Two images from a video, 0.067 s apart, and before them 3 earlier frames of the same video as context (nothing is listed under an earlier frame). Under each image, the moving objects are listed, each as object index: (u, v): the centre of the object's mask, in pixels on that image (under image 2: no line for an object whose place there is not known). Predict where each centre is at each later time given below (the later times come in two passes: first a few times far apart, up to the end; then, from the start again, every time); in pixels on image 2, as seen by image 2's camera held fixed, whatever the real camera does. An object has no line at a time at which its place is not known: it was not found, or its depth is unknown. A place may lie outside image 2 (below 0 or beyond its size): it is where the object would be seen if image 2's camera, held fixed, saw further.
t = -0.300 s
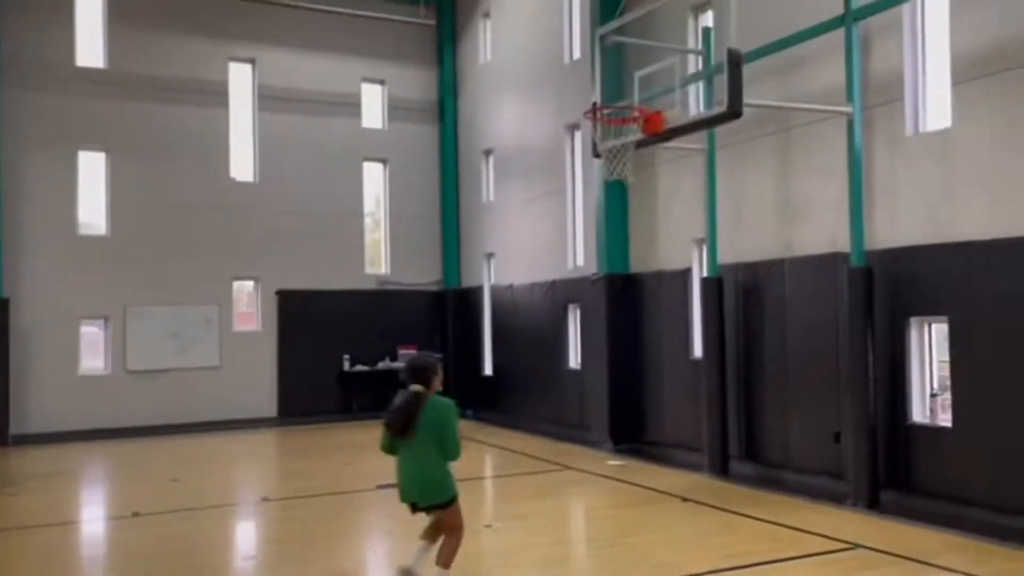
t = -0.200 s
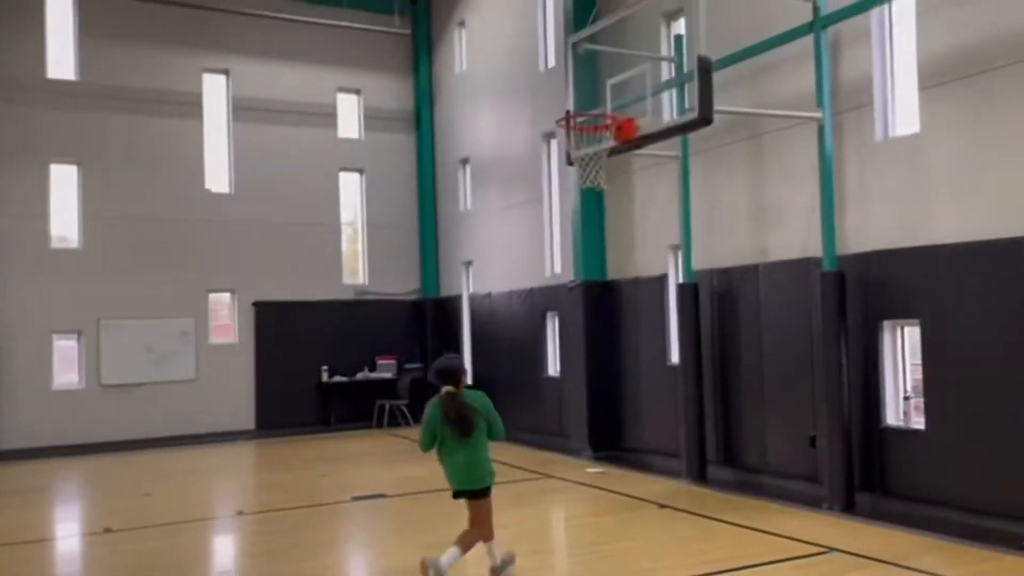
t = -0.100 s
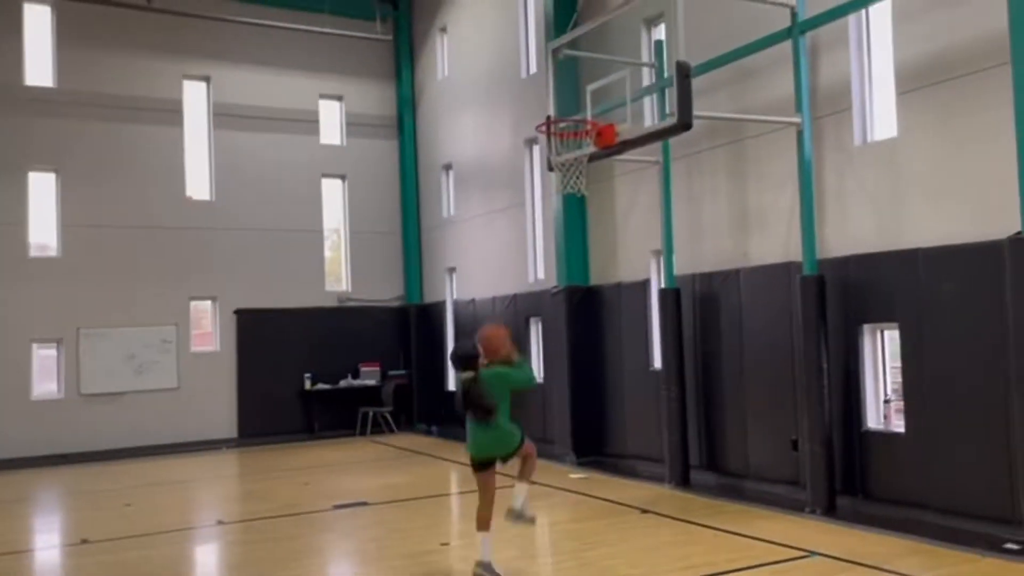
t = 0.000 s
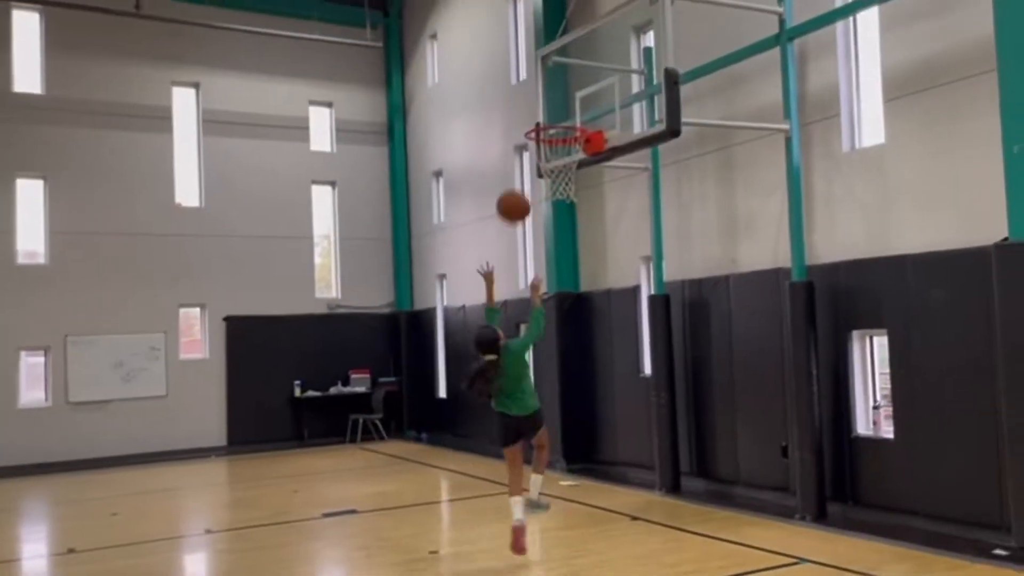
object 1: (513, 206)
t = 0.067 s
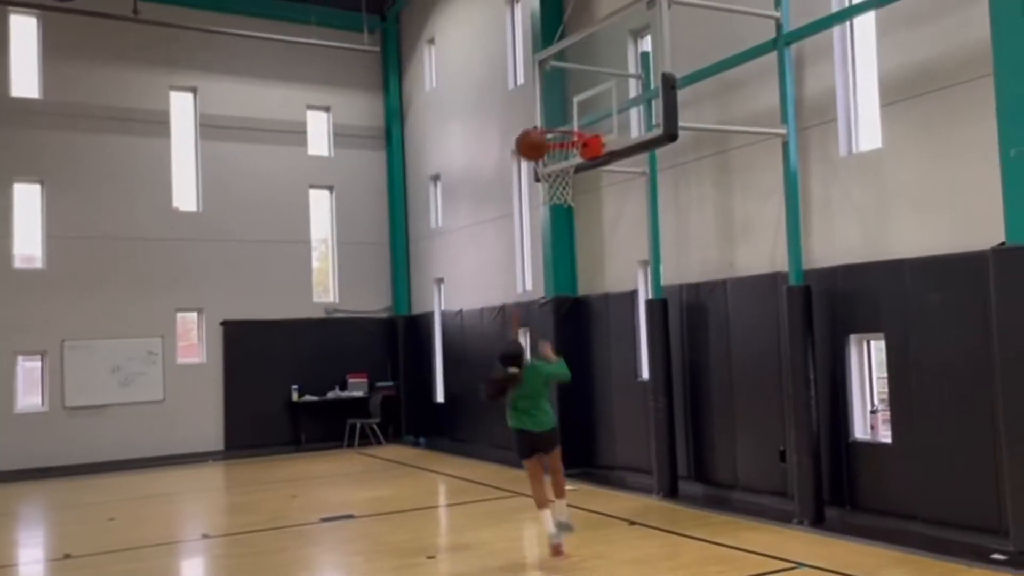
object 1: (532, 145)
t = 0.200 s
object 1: (572, 99)
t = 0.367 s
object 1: (554, 144)
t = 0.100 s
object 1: (542, 123)
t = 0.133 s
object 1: (552, 109)
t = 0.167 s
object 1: (562, 100)
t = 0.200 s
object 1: (572, 99)
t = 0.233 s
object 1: (581, 102)
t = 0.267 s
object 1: (589, 110)
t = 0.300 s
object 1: (580, 121)
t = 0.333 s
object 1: (565, 130)
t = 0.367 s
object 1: (554, 144)
